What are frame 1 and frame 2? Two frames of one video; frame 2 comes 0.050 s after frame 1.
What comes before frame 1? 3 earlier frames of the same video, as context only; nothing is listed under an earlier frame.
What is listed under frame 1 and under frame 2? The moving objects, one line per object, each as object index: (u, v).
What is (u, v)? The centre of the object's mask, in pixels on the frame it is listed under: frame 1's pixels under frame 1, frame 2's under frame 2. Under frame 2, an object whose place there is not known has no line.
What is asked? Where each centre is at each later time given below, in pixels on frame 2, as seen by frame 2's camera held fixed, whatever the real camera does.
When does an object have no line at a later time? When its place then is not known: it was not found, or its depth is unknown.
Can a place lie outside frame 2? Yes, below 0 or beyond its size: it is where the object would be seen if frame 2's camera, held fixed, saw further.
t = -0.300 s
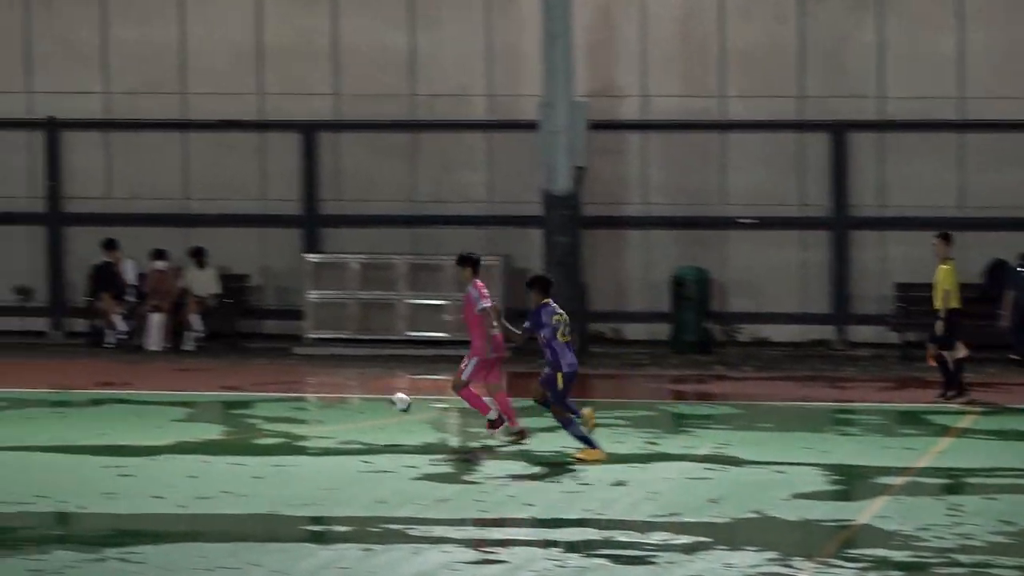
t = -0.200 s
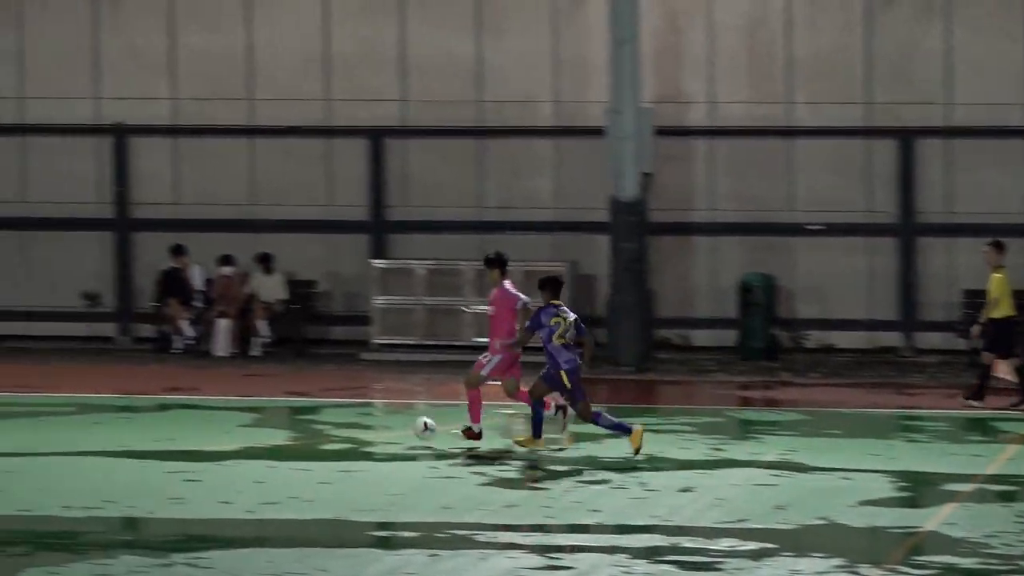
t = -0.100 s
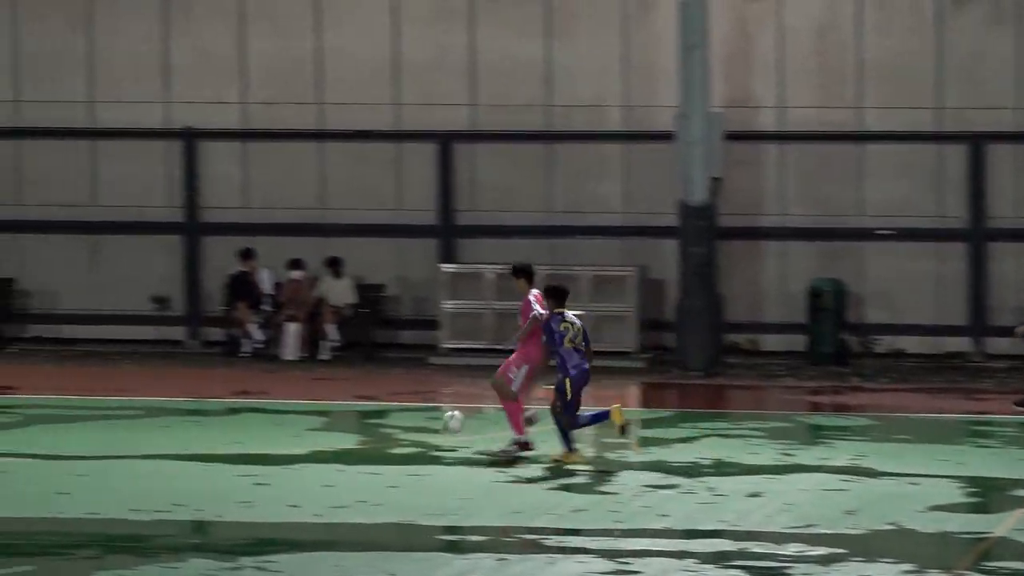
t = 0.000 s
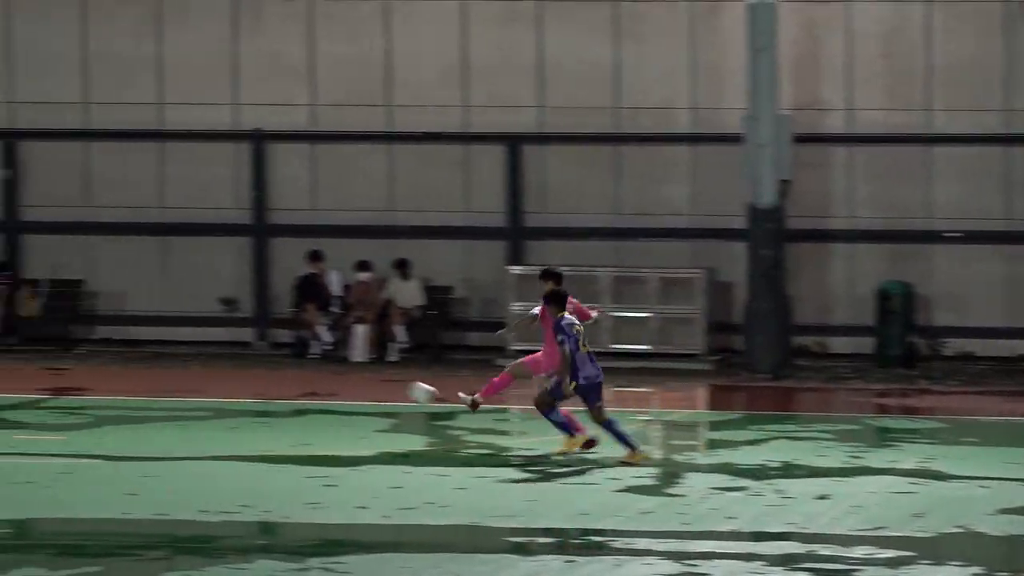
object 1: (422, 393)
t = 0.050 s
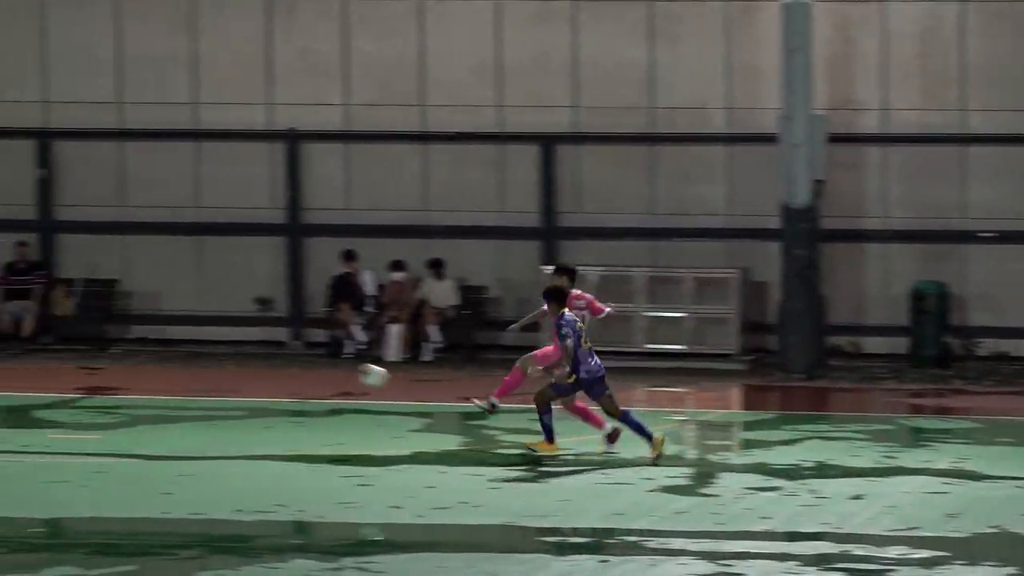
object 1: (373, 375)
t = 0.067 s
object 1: (345, 370)
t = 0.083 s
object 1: (318, 366)
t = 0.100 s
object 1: (290, 362)
